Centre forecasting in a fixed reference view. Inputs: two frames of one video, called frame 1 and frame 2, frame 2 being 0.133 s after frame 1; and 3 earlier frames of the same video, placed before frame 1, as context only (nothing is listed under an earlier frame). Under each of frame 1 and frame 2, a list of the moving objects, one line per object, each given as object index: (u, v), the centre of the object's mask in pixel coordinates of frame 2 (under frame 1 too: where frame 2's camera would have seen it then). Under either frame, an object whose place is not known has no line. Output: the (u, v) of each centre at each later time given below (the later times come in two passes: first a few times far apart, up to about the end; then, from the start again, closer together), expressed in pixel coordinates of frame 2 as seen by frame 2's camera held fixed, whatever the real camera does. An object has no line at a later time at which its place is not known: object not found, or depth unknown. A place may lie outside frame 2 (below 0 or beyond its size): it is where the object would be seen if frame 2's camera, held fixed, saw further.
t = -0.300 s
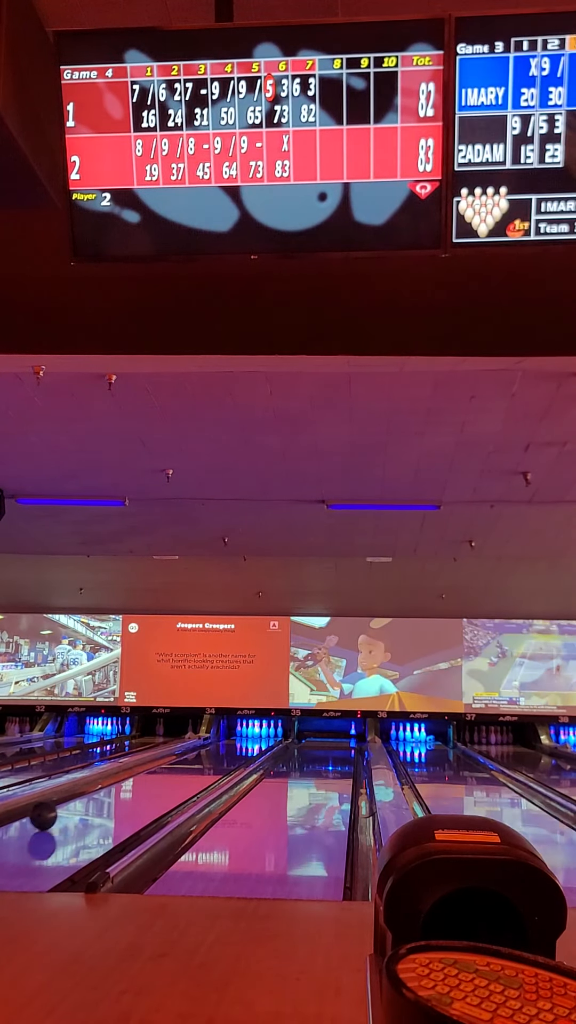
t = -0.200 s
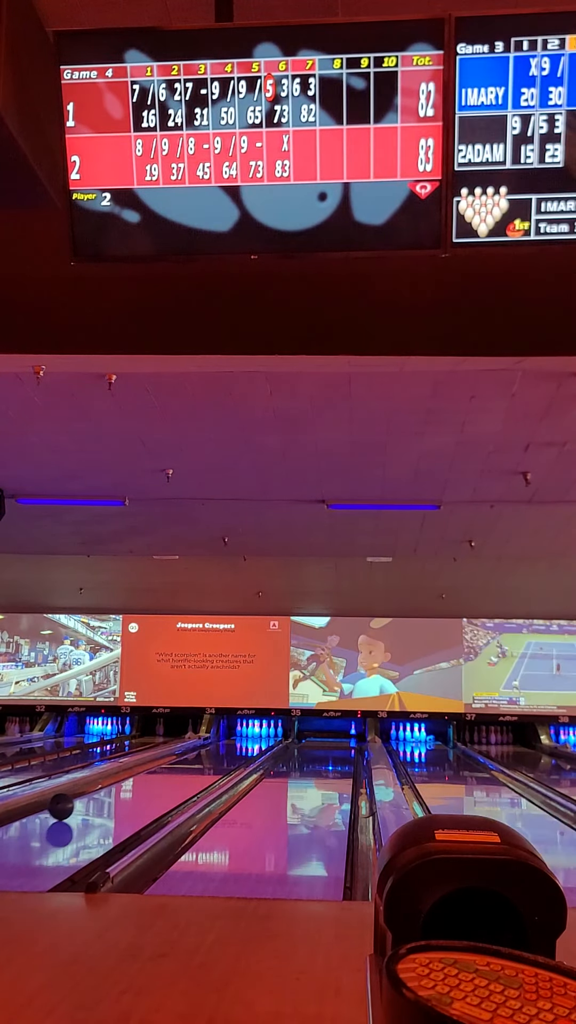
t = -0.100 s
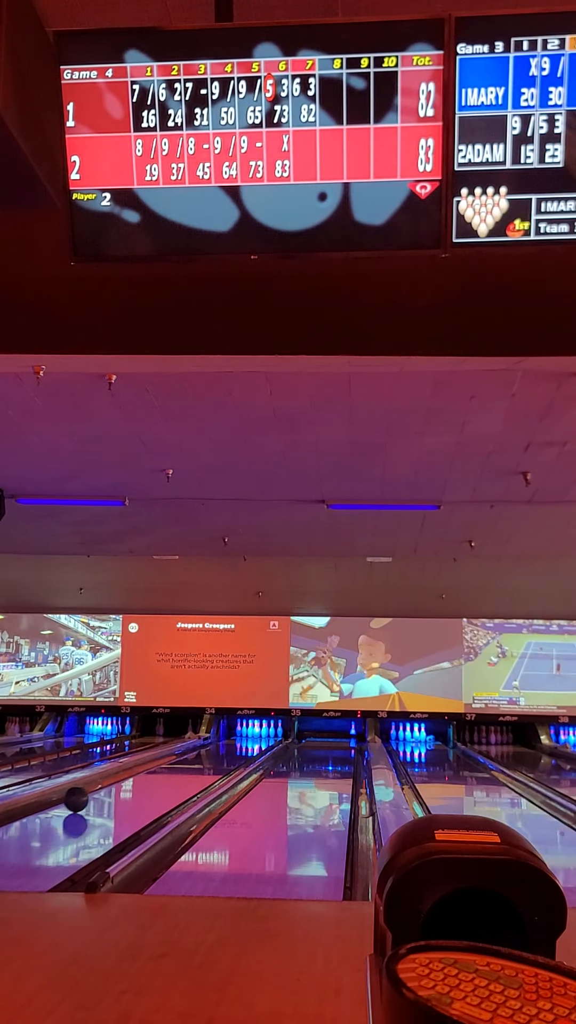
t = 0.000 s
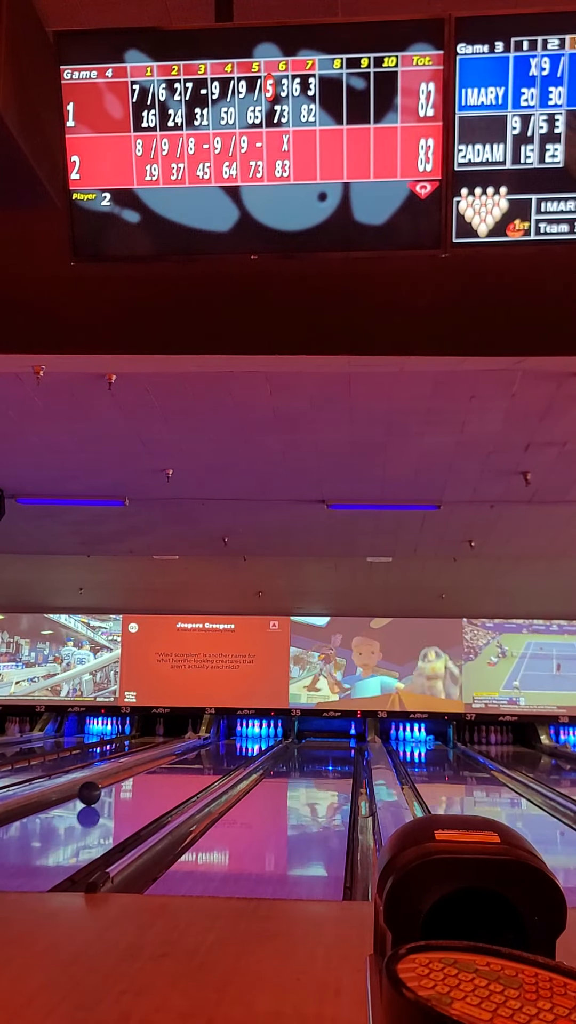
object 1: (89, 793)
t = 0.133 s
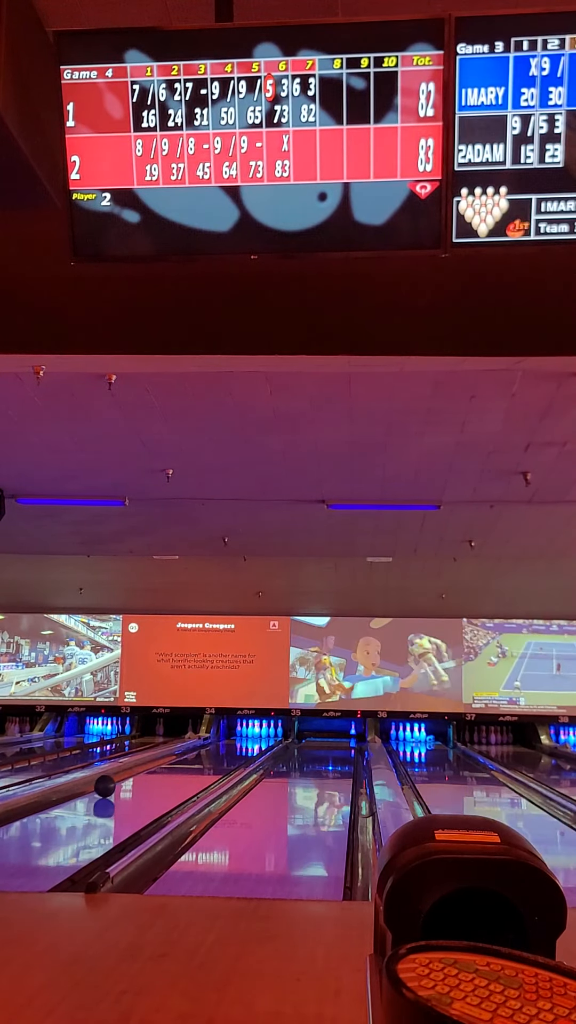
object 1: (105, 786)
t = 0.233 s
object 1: (115, 781)
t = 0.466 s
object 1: (135, 772)
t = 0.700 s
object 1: (150, 764)
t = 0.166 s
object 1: (108, 784)
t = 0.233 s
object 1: (115, 781)
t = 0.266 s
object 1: (118, 780)
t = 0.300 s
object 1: (121, 778)
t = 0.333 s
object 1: (124, 777)
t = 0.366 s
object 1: (127, 775)
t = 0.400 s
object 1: (130, 774)
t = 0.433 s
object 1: (132, 773)
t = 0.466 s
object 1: (135, 772)
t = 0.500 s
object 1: (137, 770)
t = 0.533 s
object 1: (140, 769)
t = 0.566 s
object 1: (142, 768)
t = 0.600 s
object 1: (144, 767)
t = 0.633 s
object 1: (146, 765)
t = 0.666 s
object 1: (148, 765)
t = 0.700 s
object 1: (150, 764)
